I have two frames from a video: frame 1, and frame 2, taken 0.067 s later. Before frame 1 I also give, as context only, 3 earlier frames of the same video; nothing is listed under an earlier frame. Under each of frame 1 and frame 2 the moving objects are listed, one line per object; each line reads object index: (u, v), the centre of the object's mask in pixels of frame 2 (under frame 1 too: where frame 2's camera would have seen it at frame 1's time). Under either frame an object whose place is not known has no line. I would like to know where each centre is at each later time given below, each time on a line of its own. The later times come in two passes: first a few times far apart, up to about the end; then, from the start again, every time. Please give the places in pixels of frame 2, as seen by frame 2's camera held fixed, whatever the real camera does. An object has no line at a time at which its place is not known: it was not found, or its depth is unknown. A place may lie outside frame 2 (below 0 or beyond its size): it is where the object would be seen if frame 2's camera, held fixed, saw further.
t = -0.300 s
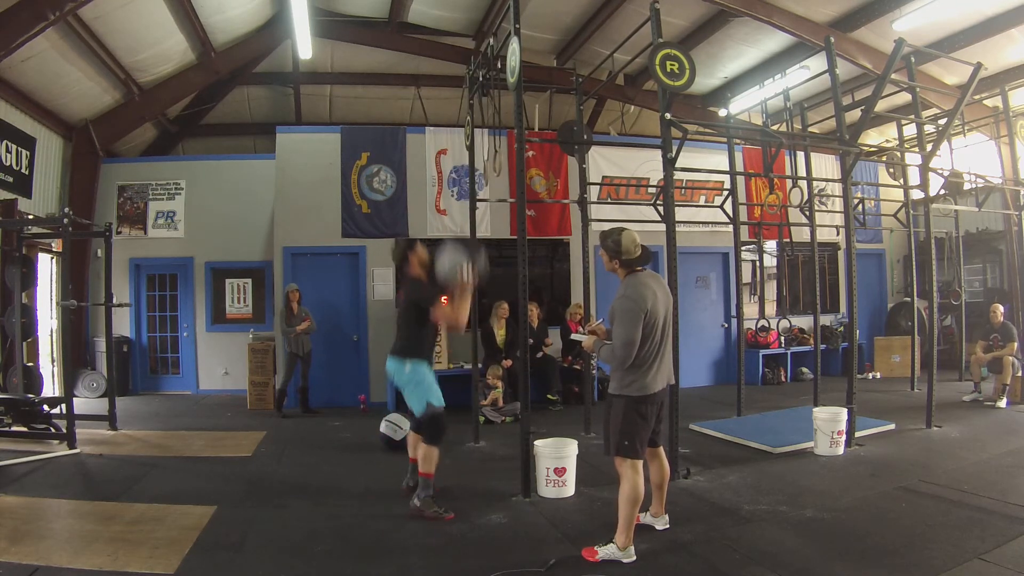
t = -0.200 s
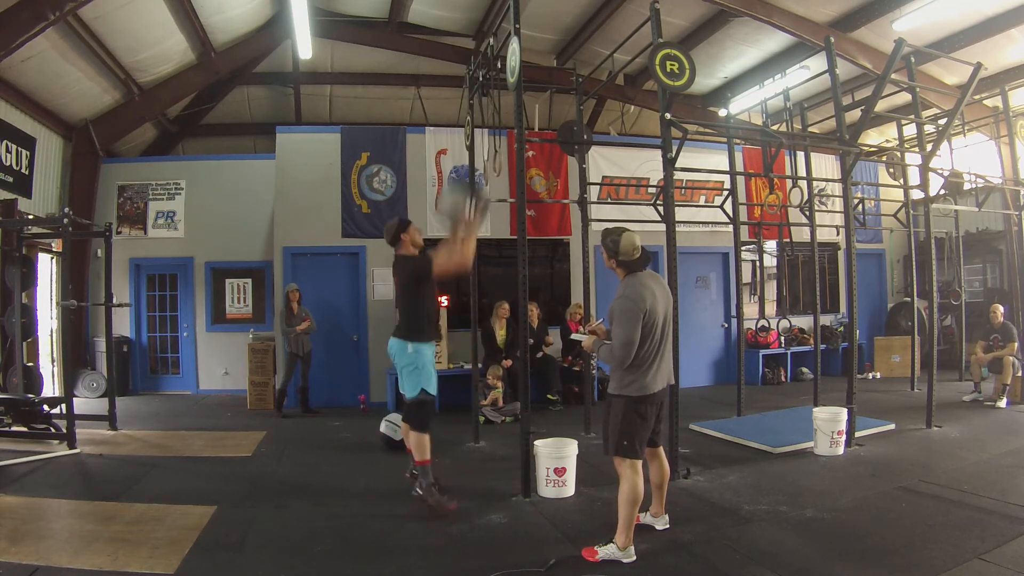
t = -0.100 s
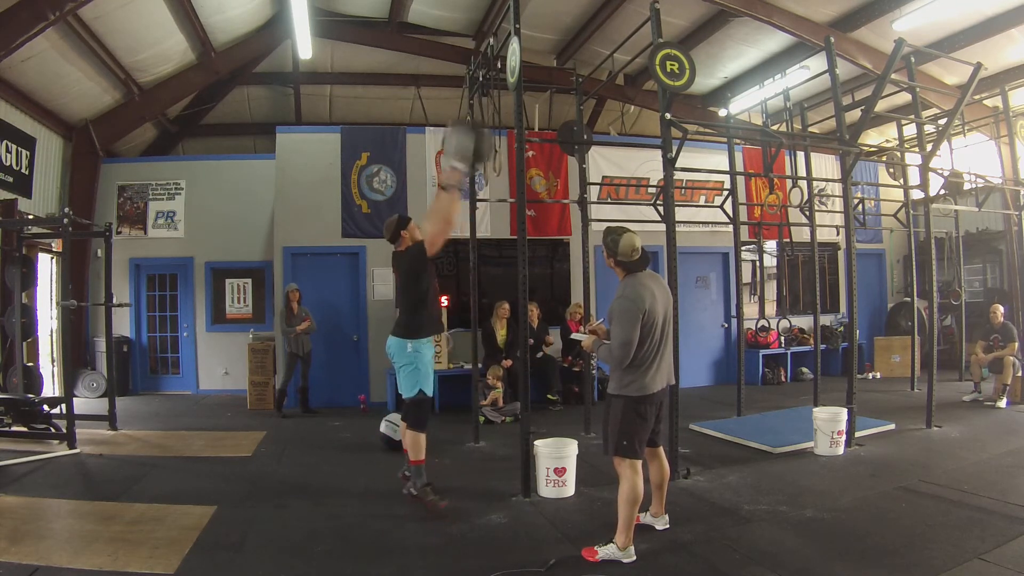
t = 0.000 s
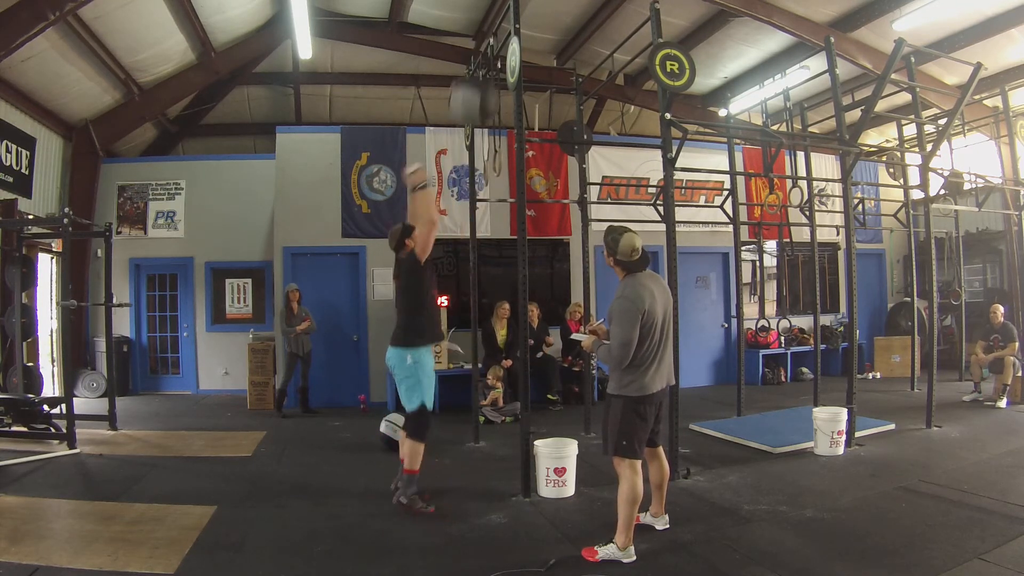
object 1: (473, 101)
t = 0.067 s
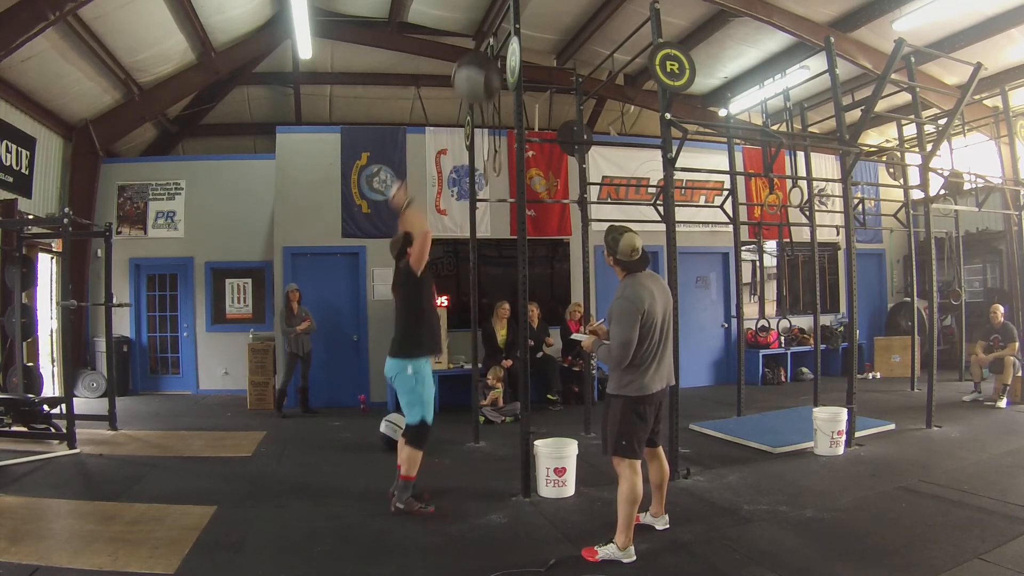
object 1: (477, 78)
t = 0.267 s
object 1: (489, 50)
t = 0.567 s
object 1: (480, 101)
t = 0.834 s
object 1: (472, 267)
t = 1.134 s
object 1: (464, 455)
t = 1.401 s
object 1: (454, 414)
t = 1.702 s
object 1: (446, 481)
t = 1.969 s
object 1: (444, 470)
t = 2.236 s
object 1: (444, 477)
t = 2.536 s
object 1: (447, 477)
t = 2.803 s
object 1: (446, 477)
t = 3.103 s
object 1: (447, 477)
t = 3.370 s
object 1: (447, 477)
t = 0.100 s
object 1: (478, 71)
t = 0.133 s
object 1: (480, 65)
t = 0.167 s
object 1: (483, 59)
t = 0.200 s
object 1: (485, 55)
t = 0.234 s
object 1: (487, 52)
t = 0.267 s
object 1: (489, 50)
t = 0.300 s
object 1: (489, 50)
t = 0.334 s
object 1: (488, 52)
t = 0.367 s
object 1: (486, 54)
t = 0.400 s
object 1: (485, 59)
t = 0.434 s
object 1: (484, 65)
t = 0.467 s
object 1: (483, 71)
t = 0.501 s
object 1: (481, 80)
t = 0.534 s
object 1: (481, 89)
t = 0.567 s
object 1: (480, 101)
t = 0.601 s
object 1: (478, 114)
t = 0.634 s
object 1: (478, 131)
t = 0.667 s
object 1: (477, 150)
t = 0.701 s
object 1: (475, 170)
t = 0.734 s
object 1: (473, 188)
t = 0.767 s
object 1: (472, 212)
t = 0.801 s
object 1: (473, 242)
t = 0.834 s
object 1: (472, 267)
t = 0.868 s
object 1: (472, 290)
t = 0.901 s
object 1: (470, 325)
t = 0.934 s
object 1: (471, 357)
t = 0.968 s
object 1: (463, 397)
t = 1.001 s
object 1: (467, 432)
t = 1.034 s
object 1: (467, 468)
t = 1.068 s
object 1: (467, 477)
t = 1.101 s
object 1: (466, 467)
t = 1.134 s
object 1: (464, 455)
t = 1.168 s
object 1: (463, 444)
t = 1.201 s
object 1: (461, 436)
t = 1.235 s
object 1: (460, 428)
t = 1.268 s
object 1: (459, 422)
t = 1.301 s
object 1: (457, 418)
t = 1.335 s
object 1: (456, 415)
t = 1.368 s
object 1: (455, 414)
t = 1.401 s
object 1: (454, 414)
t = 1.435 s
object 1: (453, 416)
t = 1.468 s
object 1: (452, 419)
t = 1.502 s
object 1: (451, 424)
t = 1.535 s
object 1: (450, 430)
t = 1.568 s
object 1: (449, 438)
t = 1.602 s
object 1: (448, 447)
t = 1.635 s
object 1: (447, 459)
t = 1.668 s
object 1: (447, 472)
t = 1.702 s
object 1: (446, 481)
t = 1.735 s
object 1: (446, 476)
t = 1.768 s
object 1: (445, 471)
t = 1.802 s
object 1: (445, 467)
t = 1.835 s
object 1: (444, 465)
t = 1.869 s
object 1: (444, 464)
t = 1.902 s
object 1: (444, 464)
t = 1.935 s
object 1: (444, 466)
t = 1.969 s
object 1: (444, 470)
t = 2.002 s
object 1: (443, 475)
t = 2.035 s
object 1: (443, 478)
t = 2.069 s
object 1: (443, 476)
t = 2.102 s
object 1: (443, 474)
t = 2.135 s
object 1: (443, 474)
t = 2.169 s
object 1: (444, 475)
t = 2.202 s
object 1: (444, 476)
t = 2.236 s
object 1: (444, 477)
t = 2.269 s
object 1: (445, 476)
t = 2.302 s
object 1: (445, 476)
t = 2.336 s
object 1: (445, 477)
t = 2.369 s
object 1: (446, 477)
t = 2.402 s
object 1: (446, 477)
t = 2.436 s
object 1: (446, 477)
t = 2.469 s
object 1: (447, 477)
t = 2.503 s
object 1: (447, 477)
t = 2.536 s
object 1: (447, 477)
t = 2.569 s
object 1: (447, 477)
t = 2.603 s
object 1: (447, 477)
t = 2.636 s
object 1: (447, 477)
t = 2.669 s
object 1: (447, 477)
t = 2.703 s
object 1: (447, 477)
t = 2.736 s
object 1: (447, 477)
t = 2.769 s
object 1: (447, 477)
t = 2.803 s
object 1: (446, 477)
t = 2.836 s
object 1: (447, 477)
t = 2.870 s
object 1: (447, 477)
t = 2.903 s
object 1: (447, 477)
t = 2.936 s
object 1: (447, 477)
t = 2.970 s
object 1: (447, 477)
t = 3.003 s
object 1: (447, 477)
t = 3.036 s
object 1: (447, 477)
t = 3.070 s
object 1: (446, 477)
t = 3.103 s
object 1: (447, 477)
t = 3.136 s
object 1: (447, 477)
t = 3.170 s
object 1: (447, 477)
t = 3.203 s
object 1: (447, 477)
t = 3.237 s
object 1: (447, 477)
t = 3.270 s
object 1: (447, 477)
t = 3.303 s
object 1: (447, 477)
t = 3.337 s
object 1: (447, 477)
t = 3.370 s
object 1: (447, 477)
